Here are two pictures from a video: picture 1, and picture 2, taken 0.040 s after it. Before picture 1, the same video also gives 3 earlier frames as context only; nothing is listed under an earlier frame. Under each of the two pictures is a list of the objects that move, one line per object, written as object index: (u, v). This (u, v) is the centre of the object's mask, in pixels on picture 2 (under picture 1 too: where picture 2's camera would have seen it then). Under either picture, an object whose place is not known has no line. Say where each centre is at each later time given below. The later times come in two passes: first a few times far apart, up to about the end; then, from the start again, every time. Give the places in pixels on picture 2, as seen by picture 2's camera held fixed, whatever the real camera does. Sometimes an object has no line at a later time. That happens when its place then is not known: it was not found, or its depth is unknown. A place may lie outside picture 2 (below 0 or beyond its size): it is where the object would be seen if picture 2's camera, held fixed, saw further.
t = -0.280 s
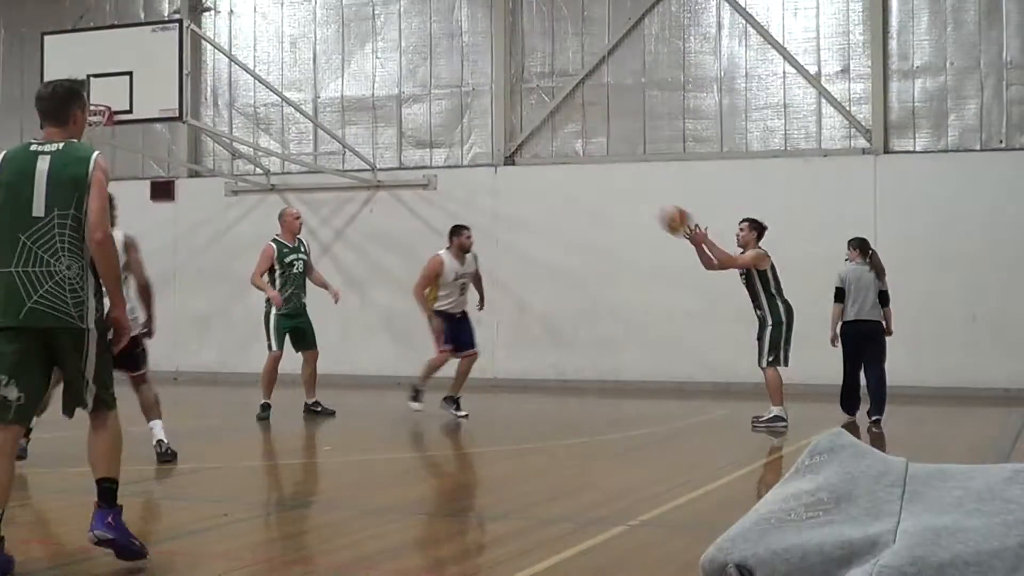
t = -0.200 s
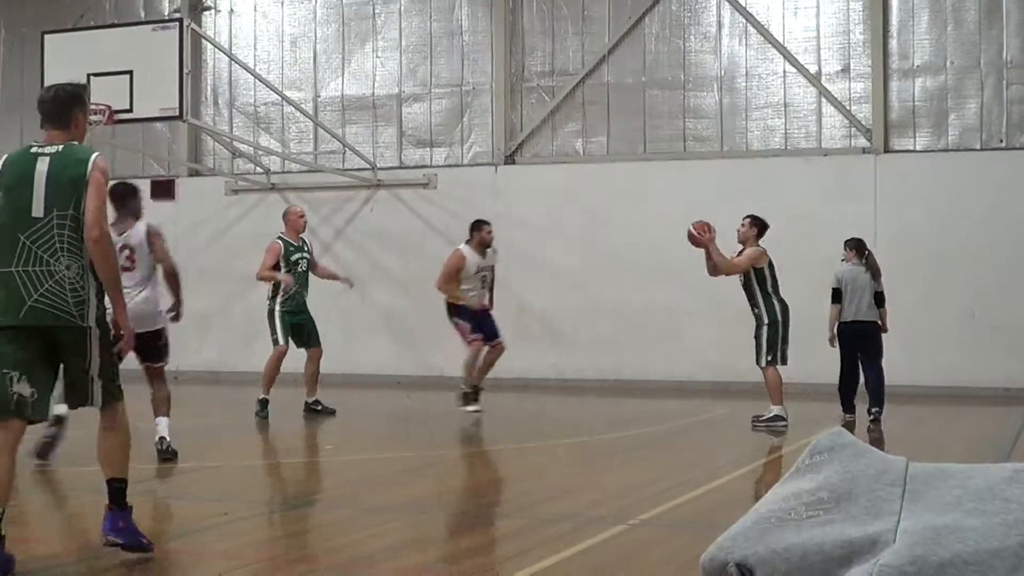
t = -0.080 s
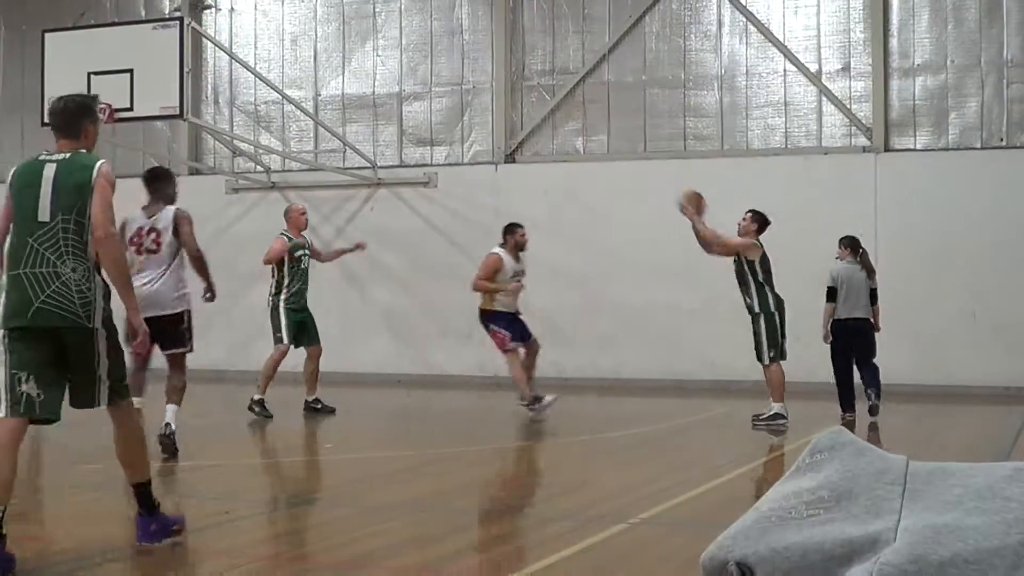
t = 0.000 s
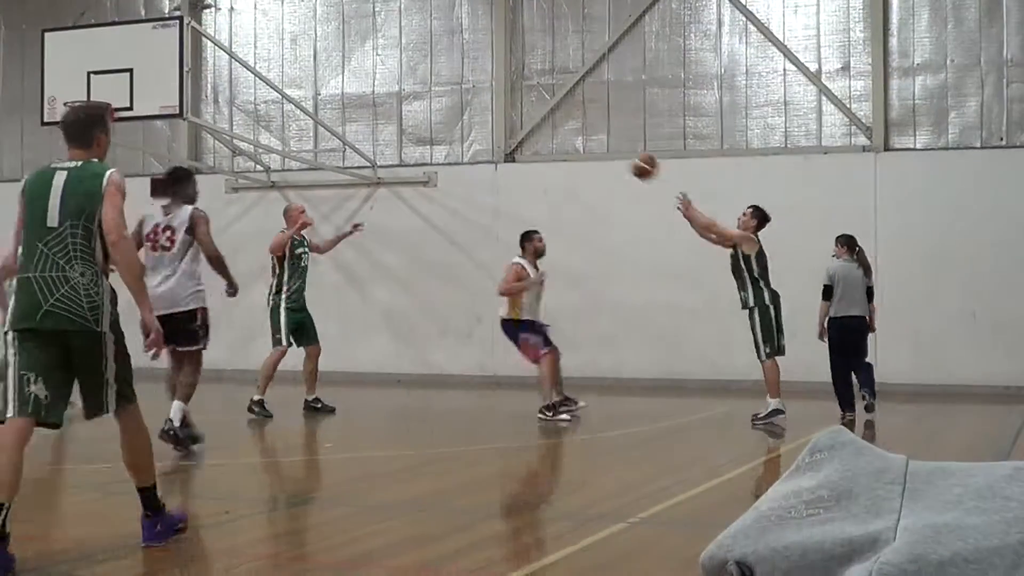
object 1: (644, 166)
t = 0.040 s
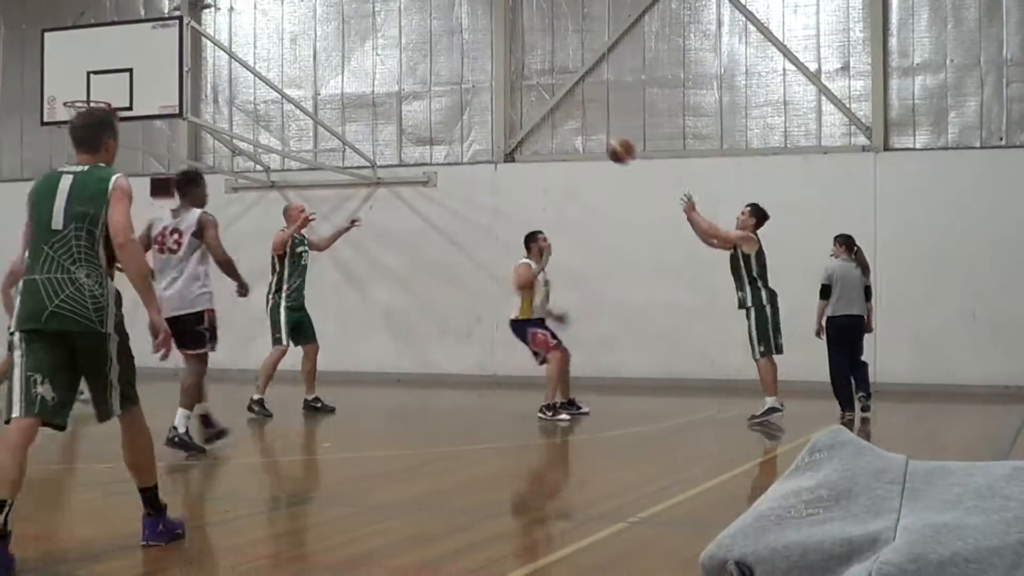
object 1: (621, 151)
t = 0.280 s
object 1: (488, 97)
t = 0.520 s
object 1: (370, 105)
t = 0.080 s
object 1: (598, 137)
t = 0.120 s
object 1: (575, 124)
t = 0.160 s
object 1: (552, 115)
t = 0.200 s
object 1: (532, 109)
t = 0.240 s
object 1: (509, 101)
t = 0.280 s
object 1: (488, 97)
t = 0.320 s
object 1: (467, 94)
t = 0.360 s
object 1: (448, 92)
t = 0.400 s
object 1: (426, 94)
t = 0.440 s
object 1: (408, 96)
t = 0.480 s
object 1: (388, 100)
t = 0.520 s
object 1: (370, 105)
